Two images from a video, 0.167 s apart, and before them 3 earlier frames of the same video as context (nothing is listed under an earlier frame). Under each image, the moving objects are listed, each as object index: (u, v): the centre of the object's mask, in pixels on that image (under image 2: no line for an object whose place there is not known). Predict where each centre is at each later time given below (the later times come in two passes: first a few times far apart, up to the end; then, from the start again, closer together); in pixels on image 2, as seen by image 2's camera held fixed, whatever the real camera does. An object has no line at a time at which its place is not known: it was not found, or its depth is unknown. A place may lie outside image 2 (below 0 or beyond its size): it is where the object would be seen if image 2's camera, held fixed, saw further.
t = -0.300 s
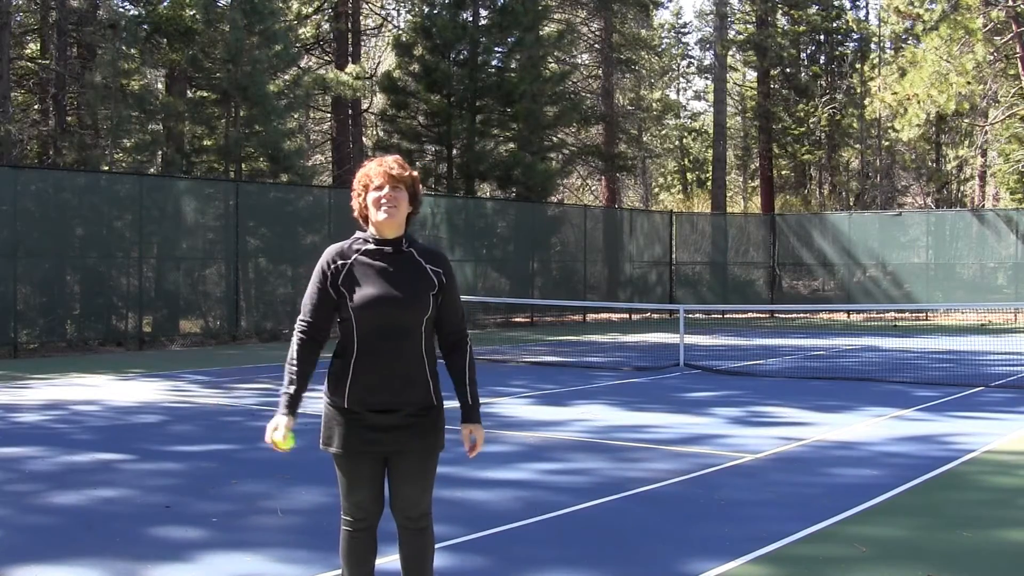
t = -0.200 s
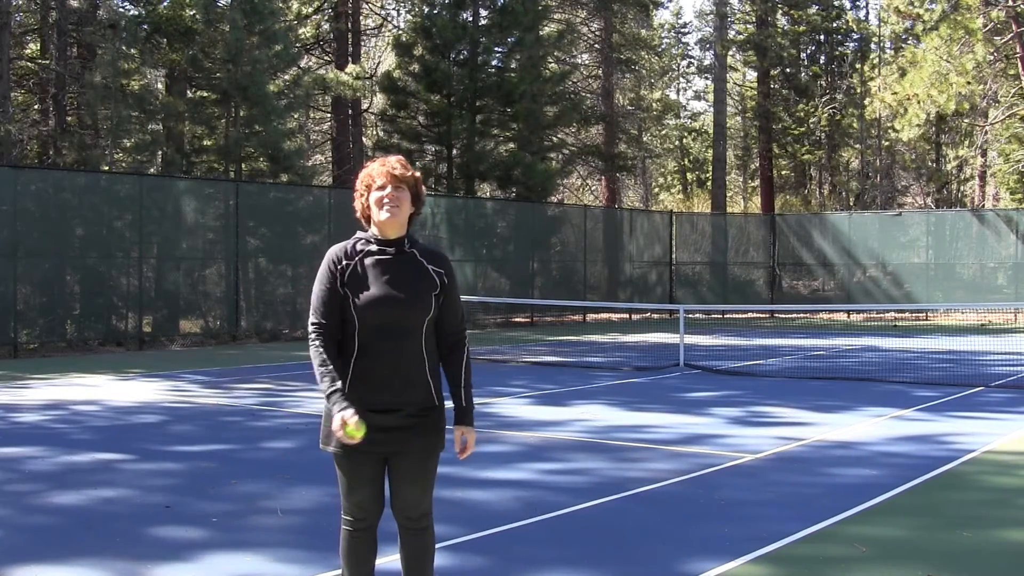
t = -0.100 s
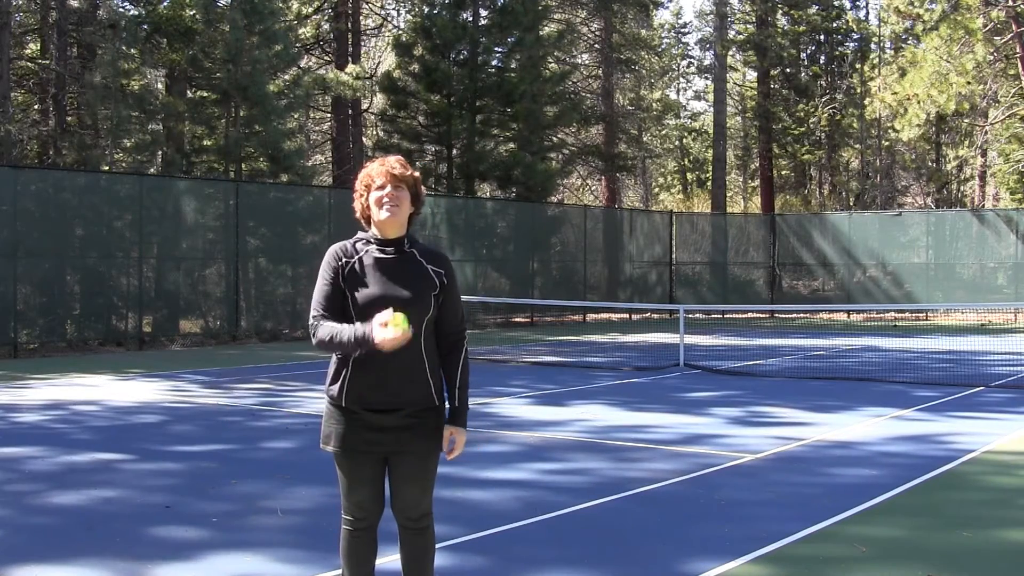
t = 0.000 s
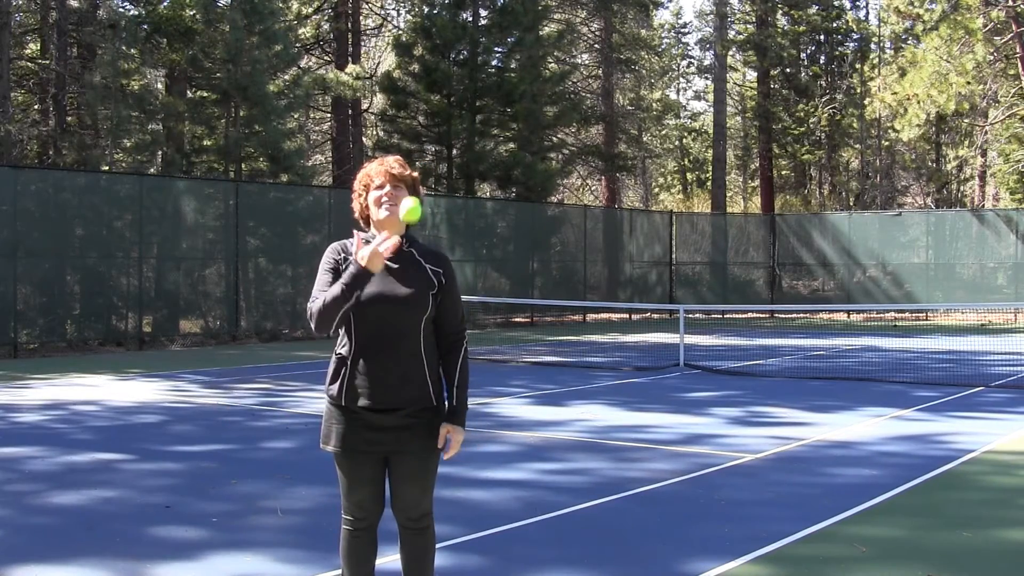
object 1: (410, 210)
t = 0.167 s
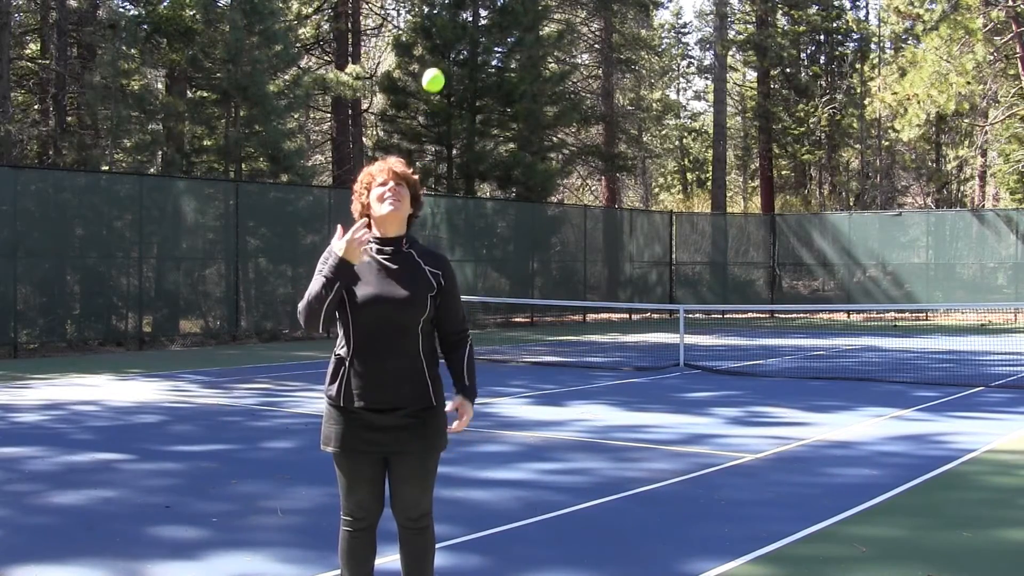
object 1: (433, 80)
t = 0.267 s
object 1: (447, 43)
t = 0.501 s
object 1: (480, 77)
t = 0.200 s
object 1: (438, 64)
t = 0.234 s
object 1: (442, 52)
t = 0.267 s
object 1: (447, 43)
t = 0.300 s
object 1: (452, 37)
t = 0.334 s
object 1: (457, 35)
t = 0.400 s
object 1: (466, 41)
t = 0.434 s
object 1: (470, 50)
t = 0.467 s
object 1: (475, 62)
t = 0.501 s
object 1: (480, 77)
